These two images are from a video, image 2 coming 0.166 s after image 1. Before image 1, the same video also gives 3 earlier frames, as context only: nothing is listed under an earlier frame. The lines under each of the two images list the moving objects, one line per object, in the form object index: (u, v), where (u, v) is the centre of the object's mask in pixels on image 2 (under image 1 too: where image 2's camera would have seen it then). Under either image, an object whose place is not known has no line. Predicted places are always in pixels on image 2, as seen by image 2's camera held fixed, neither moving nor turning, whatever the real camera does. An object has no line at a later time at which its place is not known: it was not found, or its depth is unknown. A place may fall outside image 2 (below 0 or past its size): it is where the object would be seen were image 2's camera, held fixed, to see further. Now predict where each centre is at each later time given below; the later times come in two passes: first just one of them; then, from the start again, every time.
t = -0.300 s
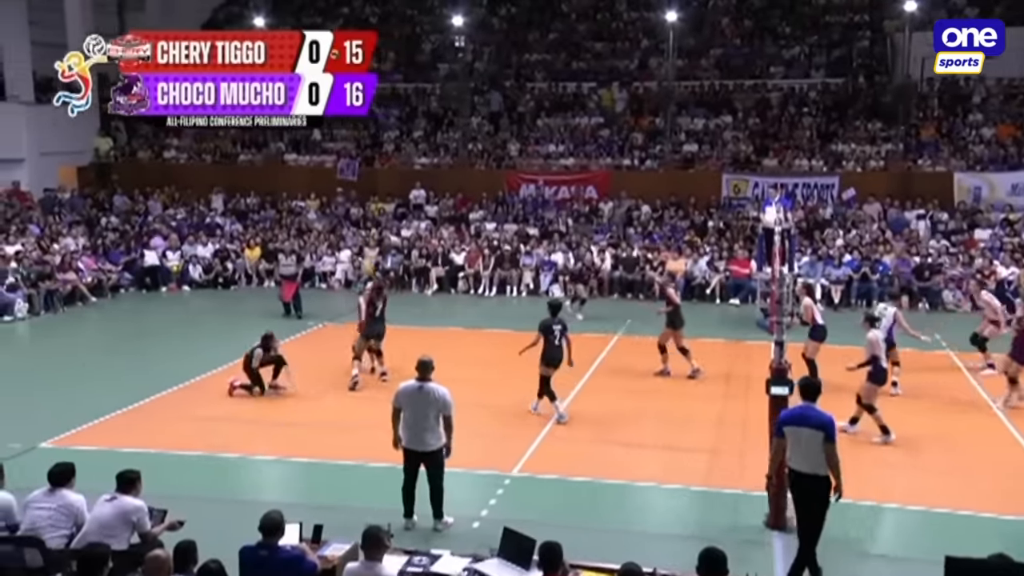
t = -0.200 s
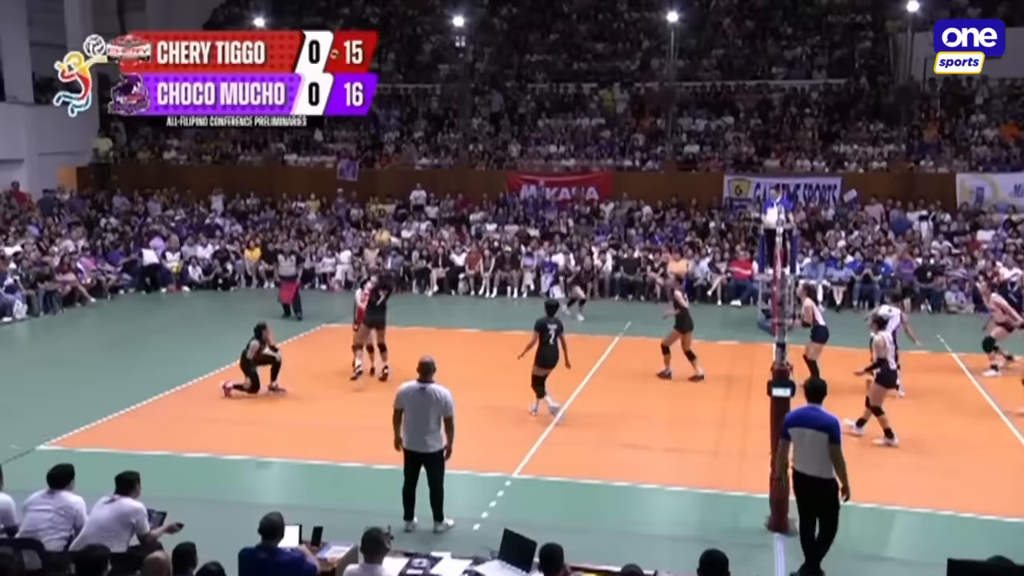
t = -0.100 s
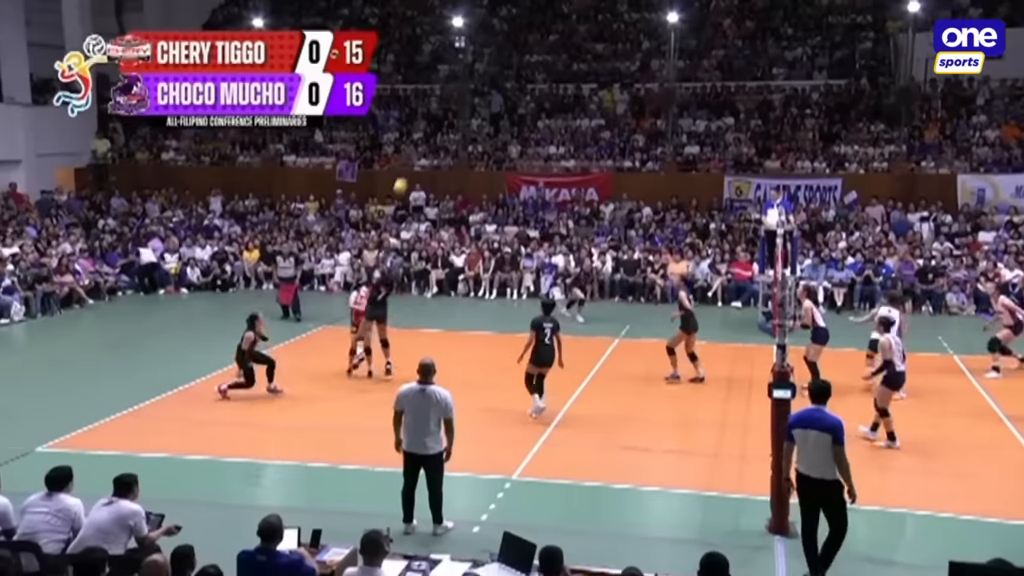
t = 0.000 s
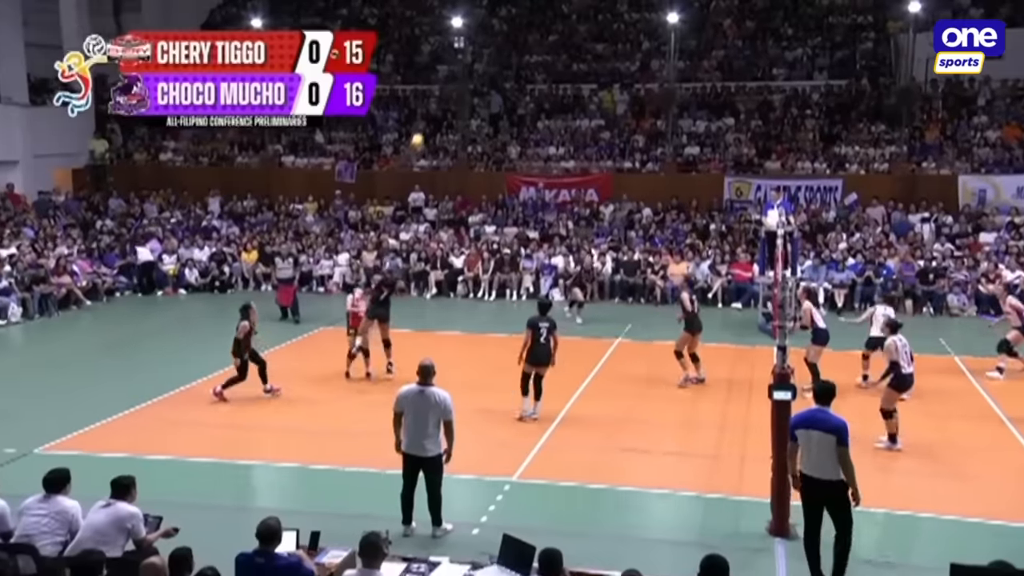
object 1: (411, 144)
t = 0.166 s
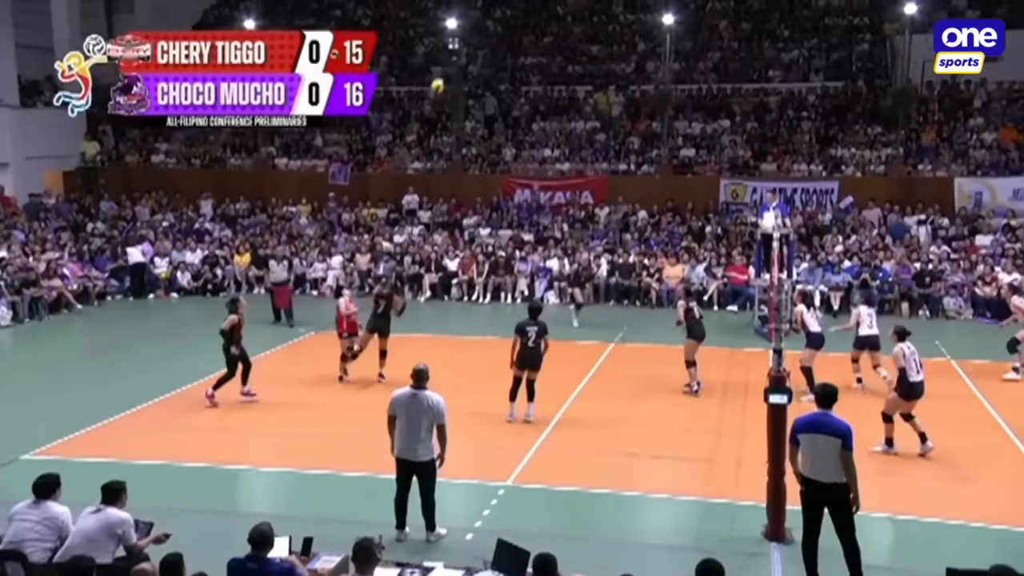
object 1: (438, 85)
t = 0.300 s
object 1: (459, 51)
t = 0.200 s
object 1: (443, 76)
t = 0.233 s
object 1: (448, 67)
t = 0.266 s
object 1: (454, 59)
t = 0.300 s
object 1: (459, 51)
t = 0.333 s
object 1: (464, 45)
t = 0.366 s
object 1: (470, 39)
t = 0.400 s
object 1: (475, 34)
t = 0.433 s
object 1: (480, 31)
